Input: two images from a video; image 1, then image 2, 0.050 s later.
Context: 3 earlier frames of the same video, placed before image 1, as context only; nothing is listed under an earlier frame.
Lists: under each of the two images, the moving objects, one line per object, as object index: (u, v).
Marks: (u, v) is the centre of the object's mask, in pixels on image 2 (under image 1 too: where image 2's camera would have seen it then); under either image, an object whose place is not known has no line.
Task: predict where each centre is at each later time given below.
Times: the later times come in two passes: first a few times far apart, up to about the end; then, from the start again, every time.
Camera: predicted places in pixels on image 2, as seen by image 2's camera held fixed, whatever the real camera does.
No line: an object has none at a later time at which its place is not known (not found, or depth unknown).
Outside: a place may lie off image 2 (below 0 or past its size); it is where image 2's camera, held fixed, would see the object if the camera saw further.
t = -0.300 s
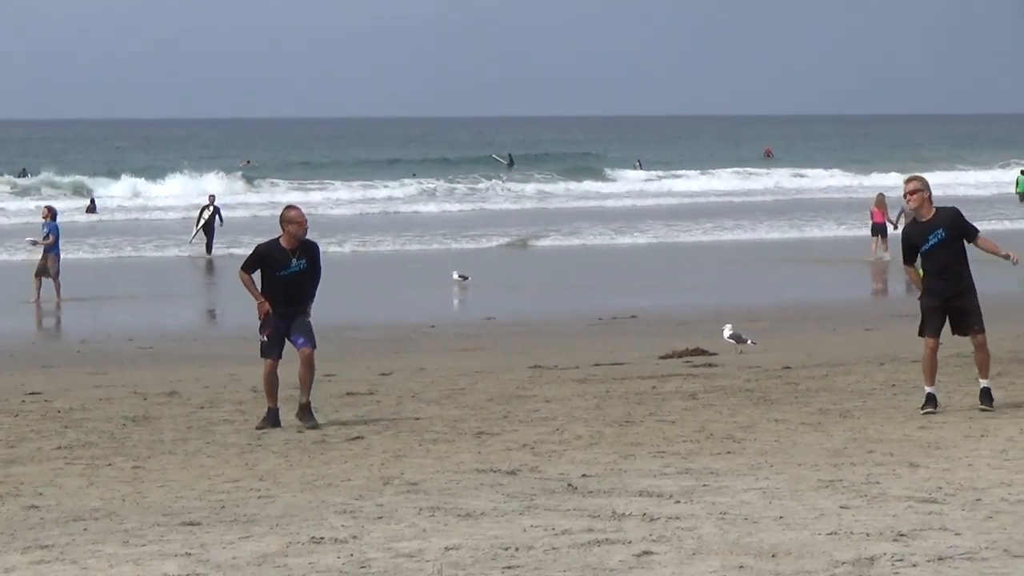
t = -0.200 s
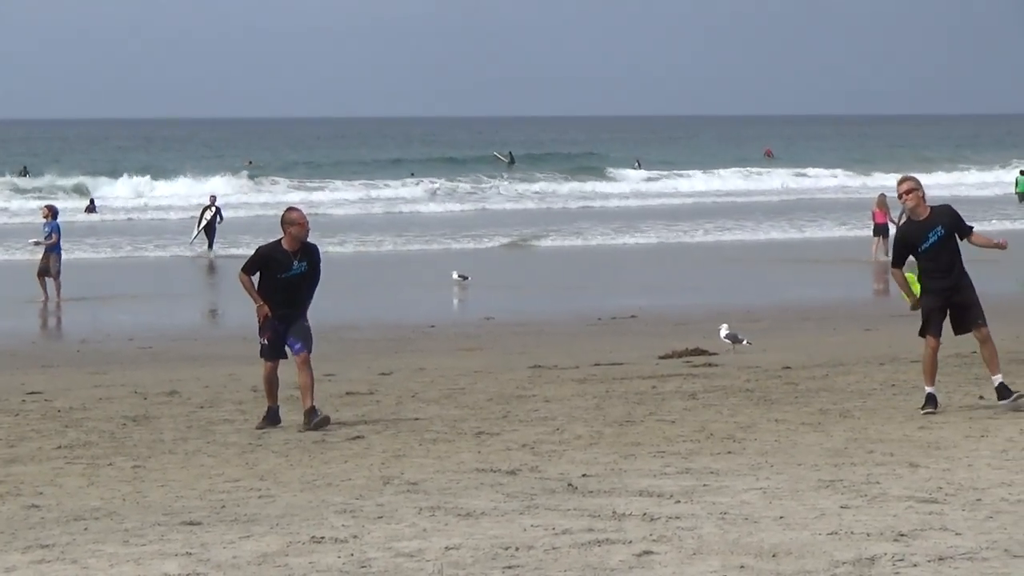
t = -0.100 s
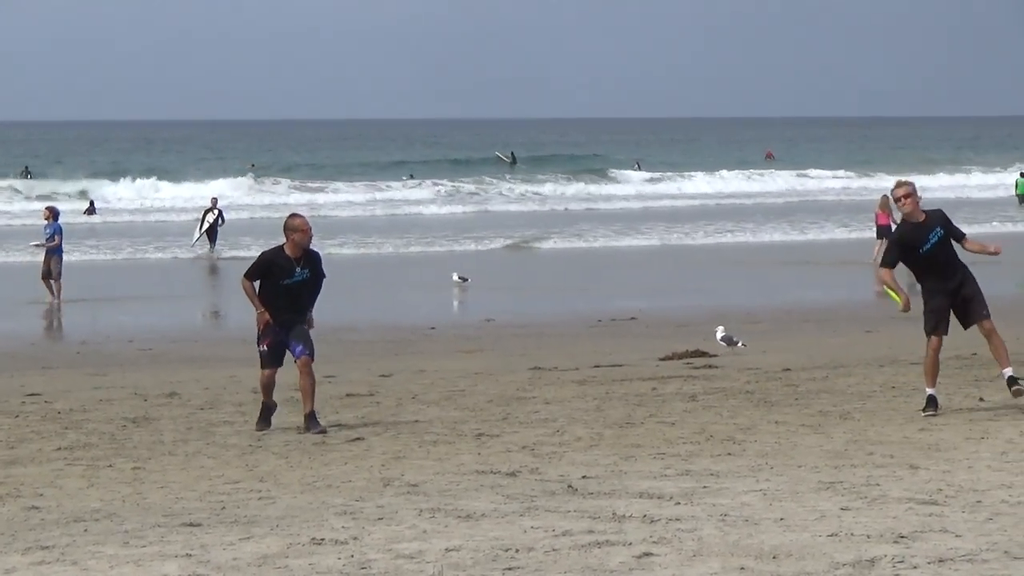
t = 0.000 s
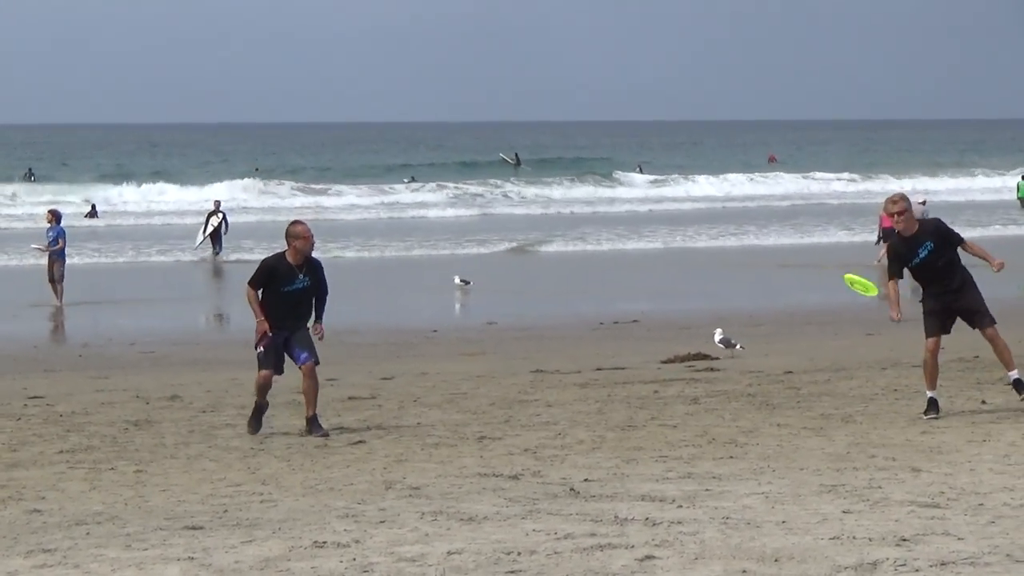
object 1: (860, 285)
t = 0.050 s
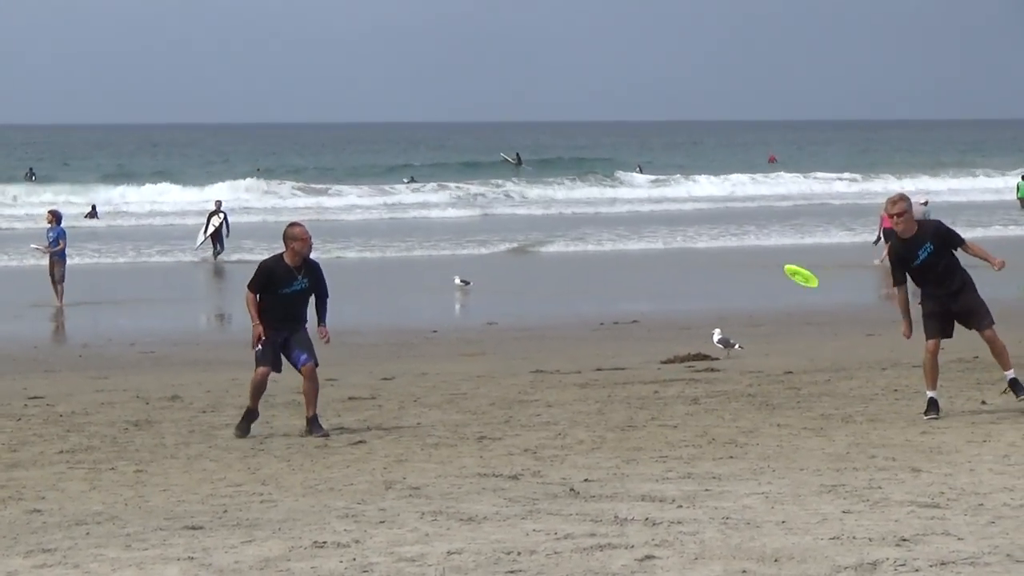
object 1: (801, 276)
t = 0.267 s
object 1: (572, 234)
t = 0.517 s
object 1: (367, 201)
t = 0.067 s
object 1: (781, 272)
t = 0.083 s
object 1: (762, 269)
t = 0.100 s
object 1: (744, 265)
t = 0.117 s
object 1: (725, 262)
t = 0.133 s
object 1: (707, 259)
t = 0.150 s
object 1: (689, 256)
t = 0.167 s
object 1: (672, 253)
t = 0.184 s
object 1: (654, 249)
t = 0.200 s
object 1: (637, 246)
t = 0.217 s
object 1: (621, 243)
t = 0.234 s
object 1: (604, 239)
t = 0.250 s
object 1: (587, 236)
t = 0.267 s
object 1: (572, 234)
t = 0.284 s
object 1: (557, 230)
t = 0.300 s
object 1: (541, 228)
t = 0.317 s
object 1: (526, 225)
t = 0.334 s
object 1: (512, 222)
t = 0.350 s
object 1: (498, 220)
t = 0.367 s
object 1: (484, 218)
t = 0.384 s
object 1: (470, 215)
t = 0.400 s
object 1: (455, 213)
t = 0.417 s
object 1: (443, 211)
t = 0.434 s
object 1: (429, 209)
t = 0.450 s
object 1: (417, 207)
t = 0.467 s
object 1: (403, 205)
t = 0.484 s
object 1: (391, 203)
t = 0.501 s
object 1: (379, 203)
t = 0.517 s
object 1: (367, 201)
